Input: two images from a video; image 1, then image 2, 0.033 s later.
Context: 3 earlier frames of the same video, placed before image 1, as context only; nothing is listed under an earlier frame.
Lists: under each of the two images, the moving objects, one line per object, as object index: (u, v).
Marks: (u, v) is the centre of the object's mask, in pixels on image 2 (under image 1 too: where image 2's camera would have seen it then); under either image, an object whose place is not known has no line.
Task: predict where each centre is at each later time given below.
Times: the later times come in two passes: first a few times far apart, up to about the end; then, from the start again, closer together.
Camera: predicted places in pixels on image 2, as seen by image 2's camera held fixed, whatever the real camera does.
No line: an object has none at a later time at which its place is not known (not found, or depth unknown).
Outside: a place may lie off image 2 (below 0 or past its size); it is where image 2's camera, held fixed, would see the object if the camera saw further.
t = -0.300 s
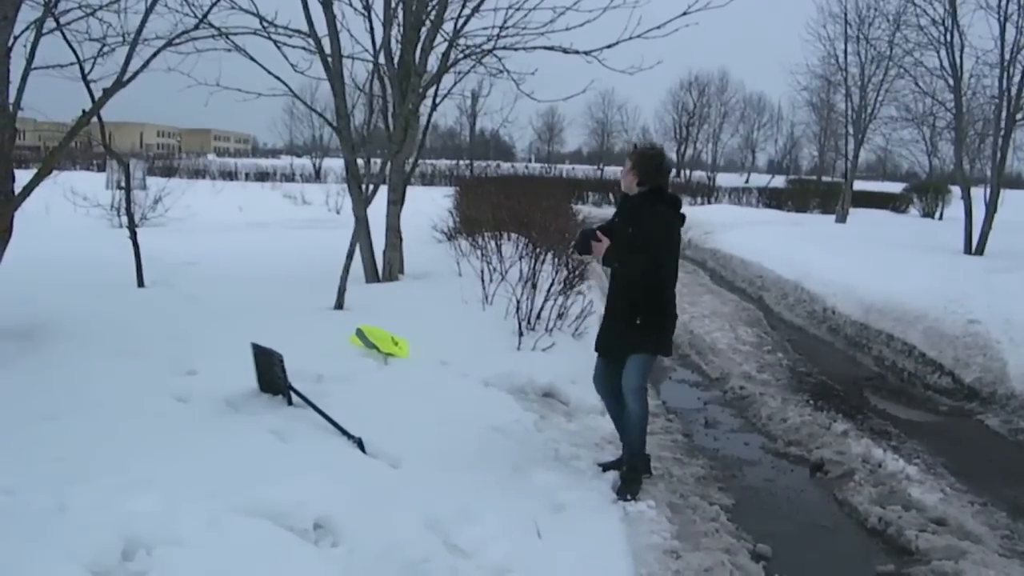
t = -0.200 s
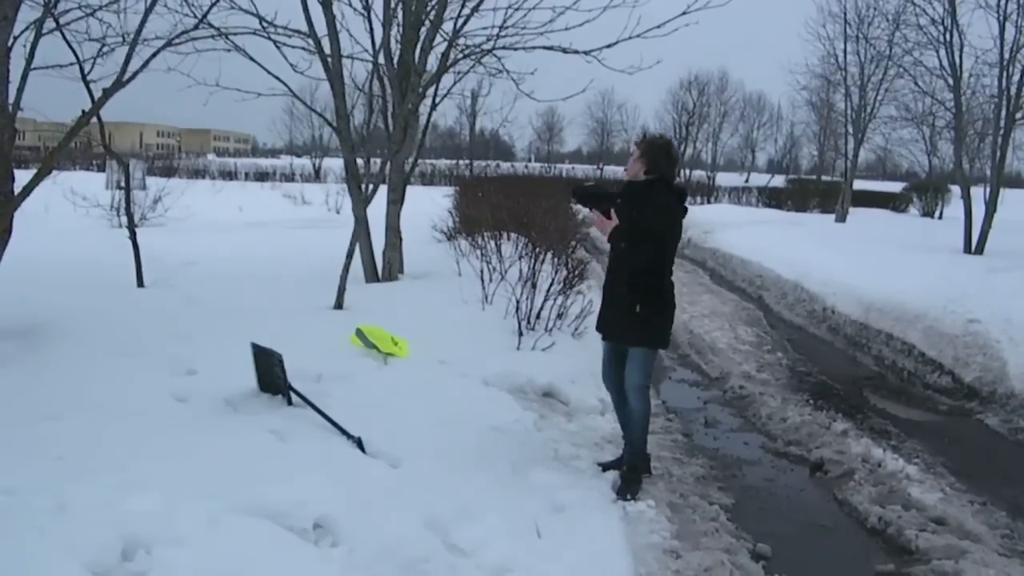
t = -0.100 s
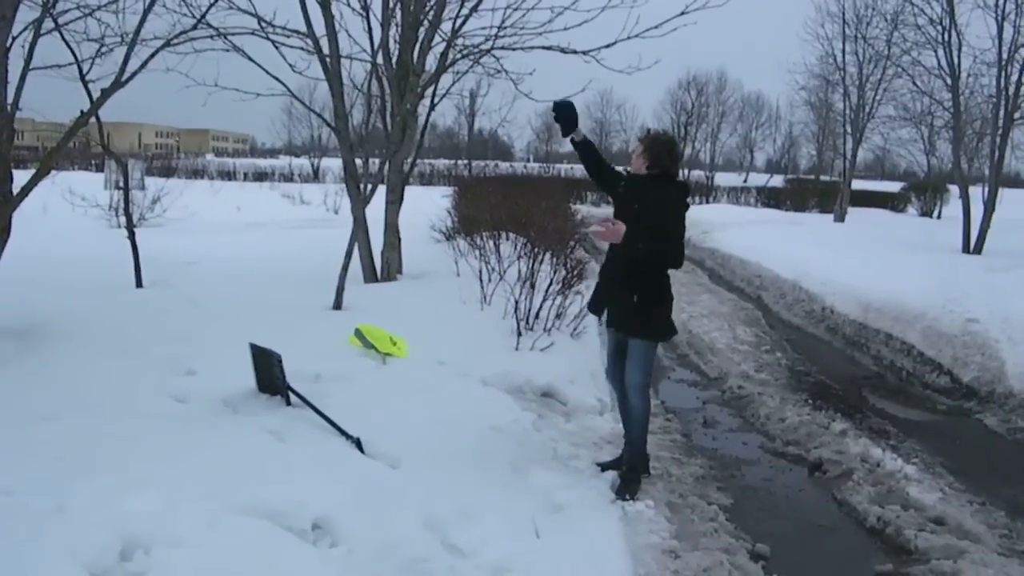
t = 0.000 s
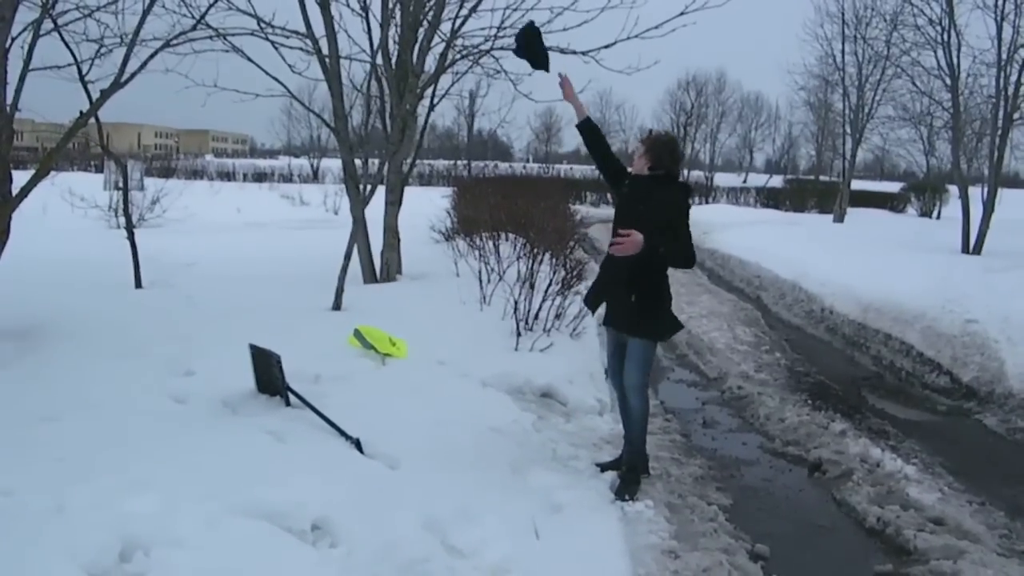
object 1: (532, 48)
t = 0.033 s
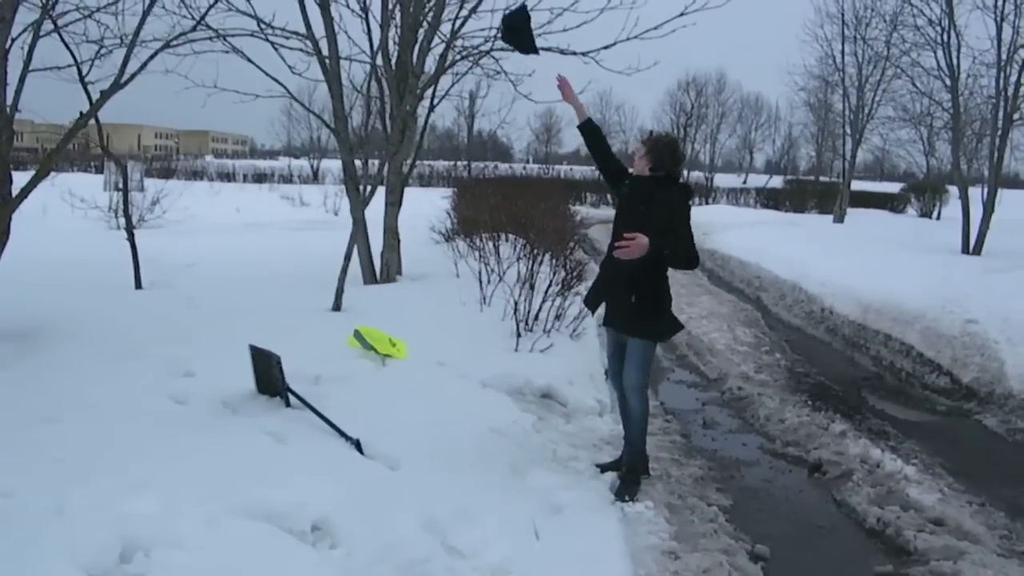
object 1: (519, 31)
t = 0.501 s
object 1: (360, 19)
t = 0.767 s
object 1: (365, 20)
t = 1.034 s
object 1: (372, 37)
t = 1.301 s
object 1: (364, 108)
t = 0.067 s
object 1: (505, 19)
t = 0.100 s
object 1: (492, 13)
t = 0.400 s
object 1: (390, 5)
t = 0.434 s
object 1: (378, 9)
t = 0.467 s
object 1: (368, 13)
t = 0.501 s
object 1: (360, 19)
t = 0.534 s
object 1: (352, 27)
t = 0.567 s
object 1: (349, 25)
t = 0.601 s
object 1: (352, 21)
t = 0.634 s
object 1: (354, 19)
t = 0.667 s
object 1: (357, 18)
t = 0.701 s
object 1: (360, 18)
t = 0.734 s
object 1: (363, 19)
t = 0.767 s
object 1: (365, 20)
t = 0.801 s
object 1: (367, 23)
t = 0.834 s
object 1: (369, 27)
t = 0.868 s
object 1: (370, 29)
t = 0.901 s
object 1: (371, 31)
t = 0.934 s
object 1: (371, 31)
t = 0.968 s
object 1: (372, 33)
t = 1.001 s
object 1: (372, 35)
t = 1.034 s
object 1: (372, 37)
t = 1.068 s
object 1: (373, 42)
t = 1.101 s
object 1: (372, 49)
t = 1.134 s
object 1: (372, 57)
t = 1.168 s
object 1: (369, 65)
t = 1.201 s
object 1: (367, 74)
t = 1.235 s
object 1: (365, 83)
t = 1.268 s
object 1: (364, 95)
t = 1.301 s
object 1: (364, 108)
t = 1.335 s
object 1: (363, 123)
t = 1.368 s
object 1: (362, 140)
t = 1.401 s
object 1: (361, 157)
